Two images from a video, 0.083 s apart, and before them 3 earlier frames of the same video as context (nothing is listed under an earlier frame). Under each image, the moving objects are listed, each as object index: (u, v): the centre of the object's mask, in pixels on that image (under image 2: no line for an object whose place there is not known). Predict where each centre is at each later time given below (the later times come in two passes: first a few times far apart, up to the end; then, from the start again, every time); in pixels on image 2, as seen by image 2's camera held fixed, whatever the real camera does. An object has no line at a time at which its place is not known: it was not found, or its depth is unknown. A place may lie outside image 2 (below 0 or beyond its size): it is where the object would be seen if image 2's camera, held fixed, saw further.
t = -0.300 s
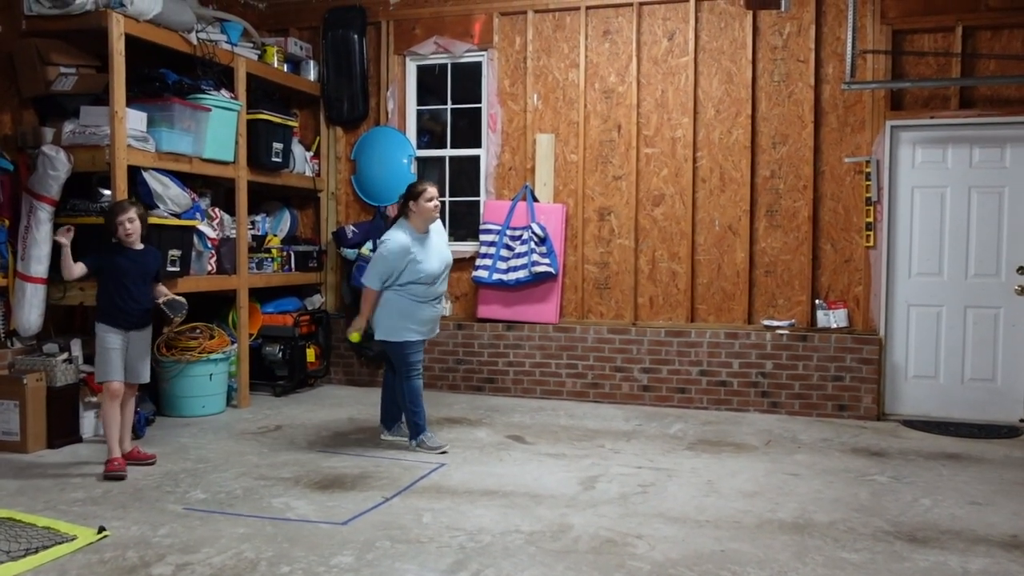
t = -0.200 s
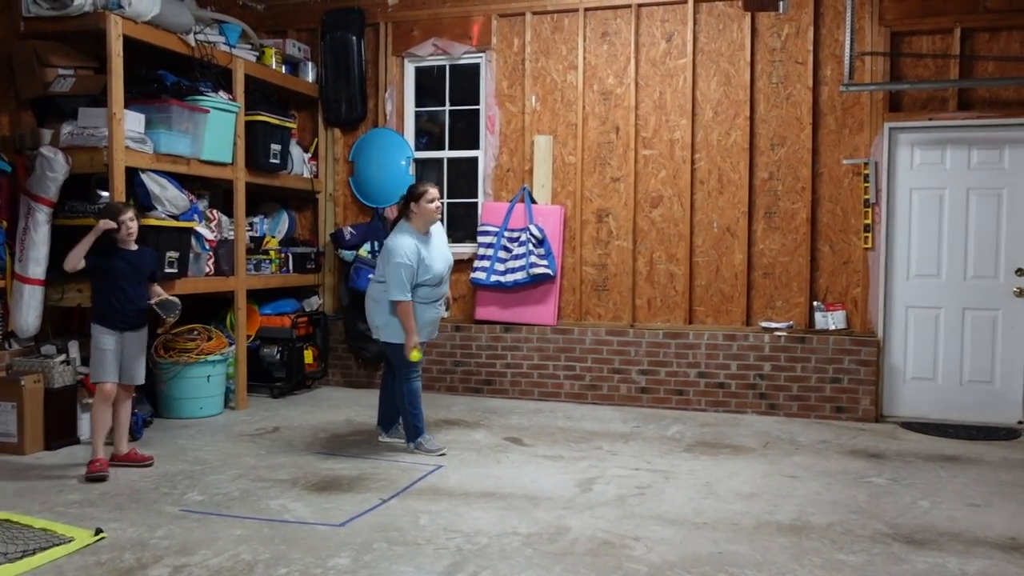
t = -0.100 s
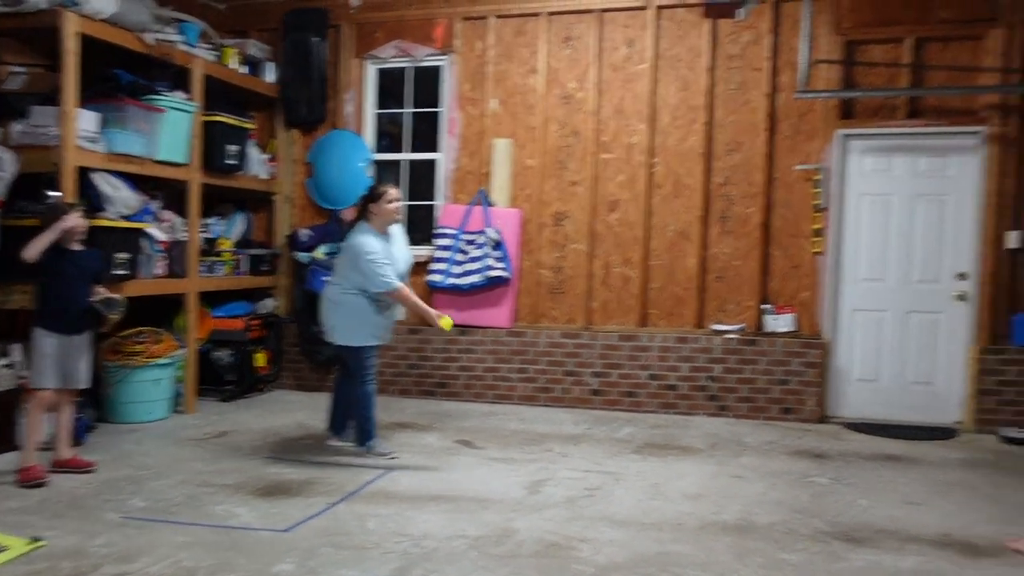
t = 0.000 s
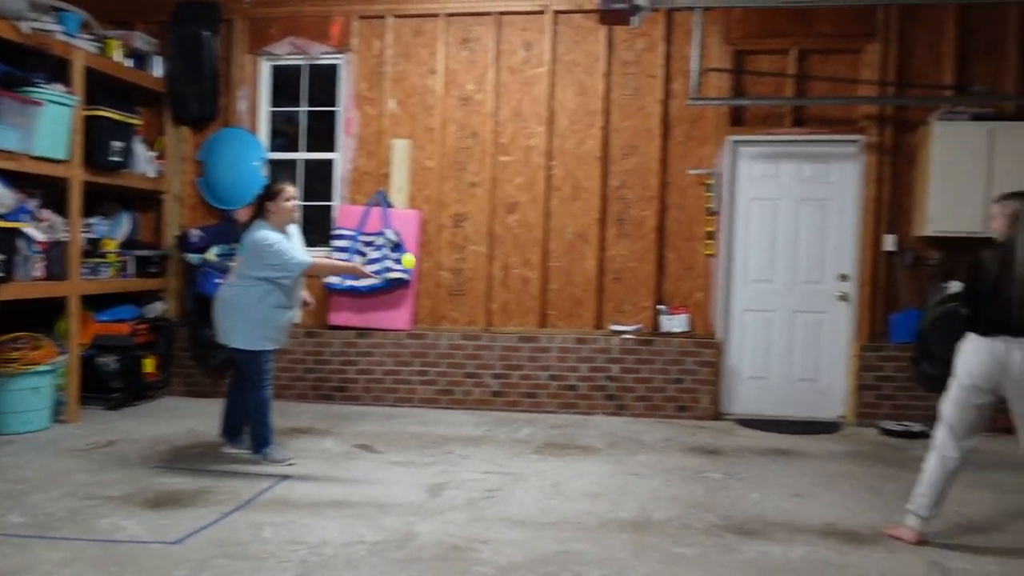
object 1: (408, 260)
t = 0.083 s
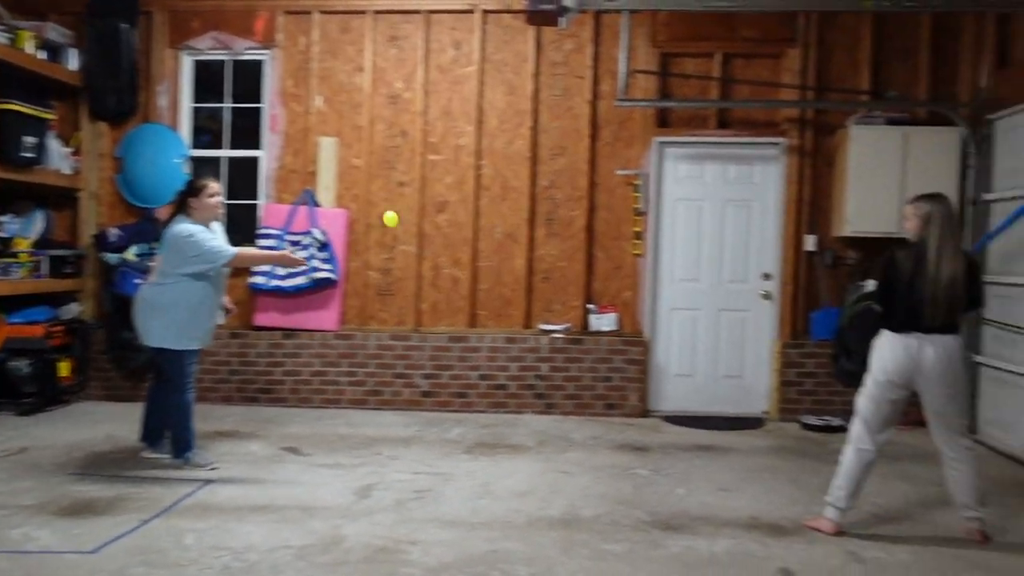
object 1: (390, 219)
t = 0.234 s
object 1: (488, 176)
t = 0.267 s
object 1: (510, 173)
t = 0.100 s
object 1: (401, 212)
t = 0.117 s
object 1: (412, 206)
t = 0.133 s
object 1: (423, 200)
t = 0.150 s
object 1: (434, 195)
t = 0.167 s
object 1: (444, 190)
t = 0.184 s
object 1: (456, 186)
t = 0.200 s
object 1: (467, 182)
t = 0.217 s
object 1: (478, 179)
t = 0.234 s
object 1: (488, 176)
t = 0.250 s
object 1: (499, 174)
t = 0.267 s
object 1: (510, 173)
